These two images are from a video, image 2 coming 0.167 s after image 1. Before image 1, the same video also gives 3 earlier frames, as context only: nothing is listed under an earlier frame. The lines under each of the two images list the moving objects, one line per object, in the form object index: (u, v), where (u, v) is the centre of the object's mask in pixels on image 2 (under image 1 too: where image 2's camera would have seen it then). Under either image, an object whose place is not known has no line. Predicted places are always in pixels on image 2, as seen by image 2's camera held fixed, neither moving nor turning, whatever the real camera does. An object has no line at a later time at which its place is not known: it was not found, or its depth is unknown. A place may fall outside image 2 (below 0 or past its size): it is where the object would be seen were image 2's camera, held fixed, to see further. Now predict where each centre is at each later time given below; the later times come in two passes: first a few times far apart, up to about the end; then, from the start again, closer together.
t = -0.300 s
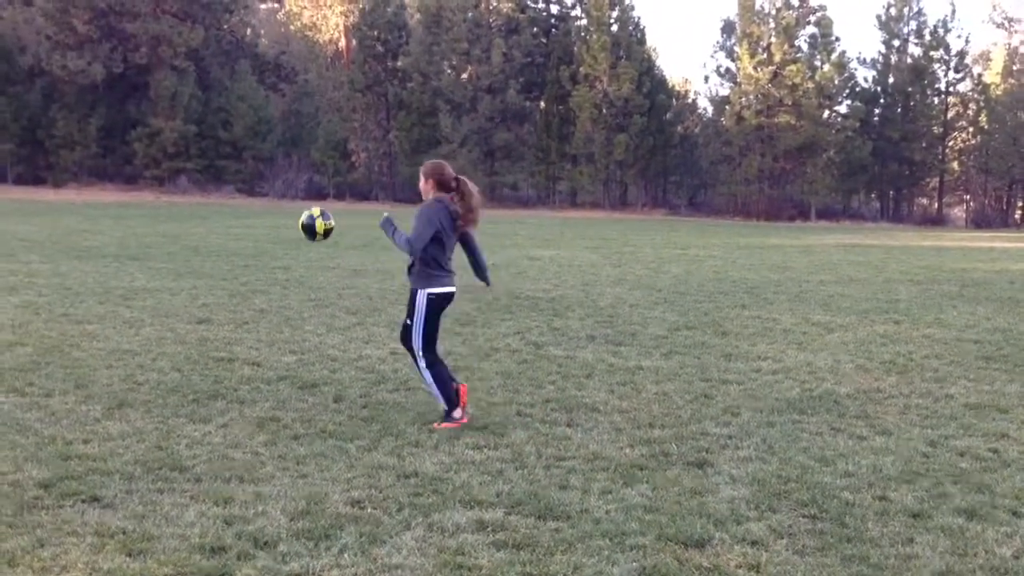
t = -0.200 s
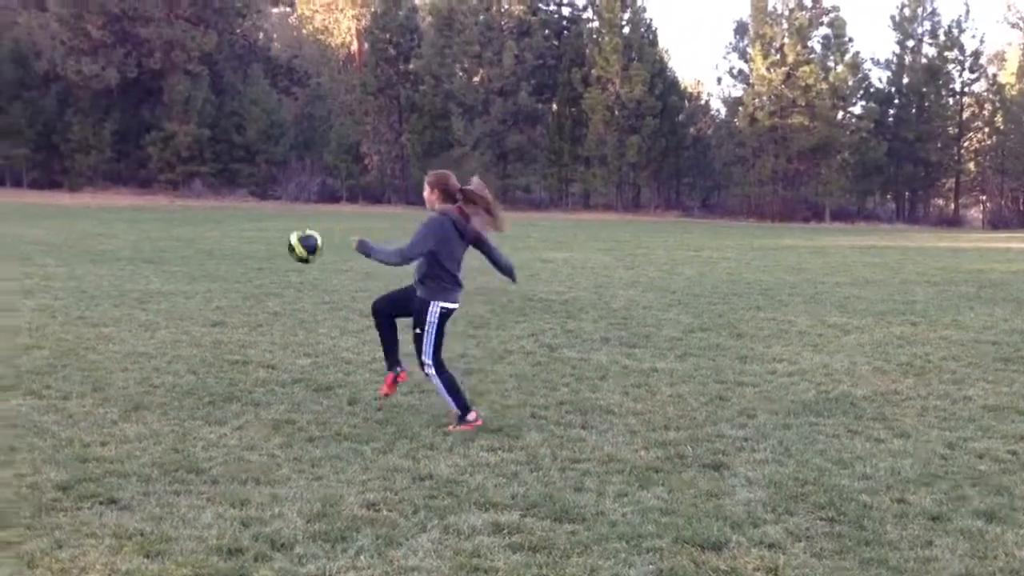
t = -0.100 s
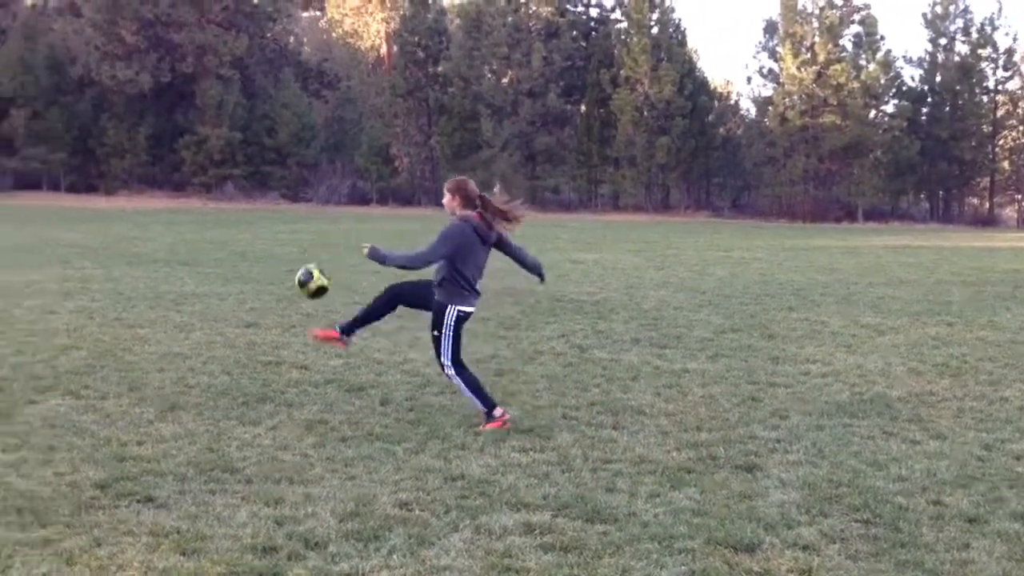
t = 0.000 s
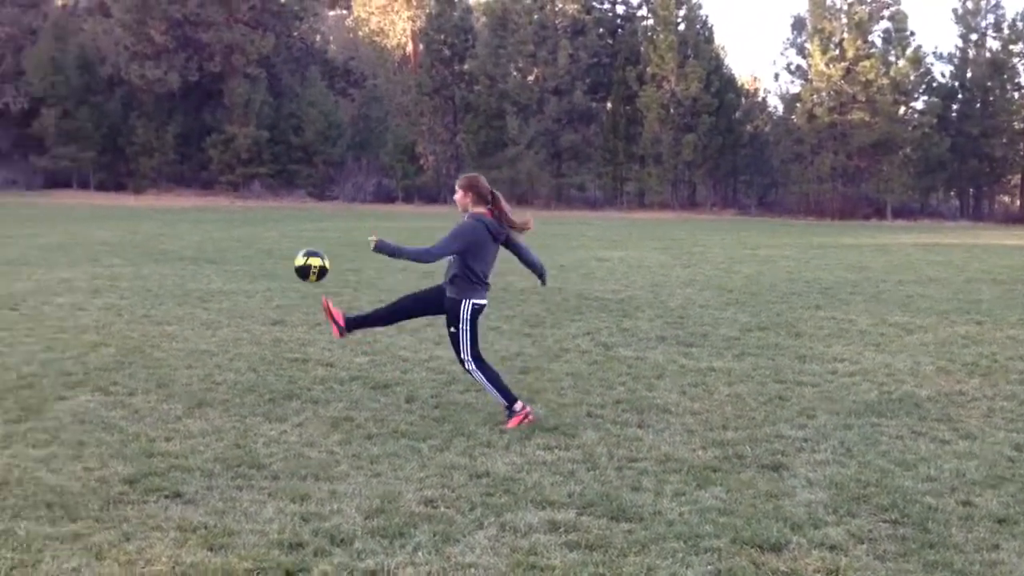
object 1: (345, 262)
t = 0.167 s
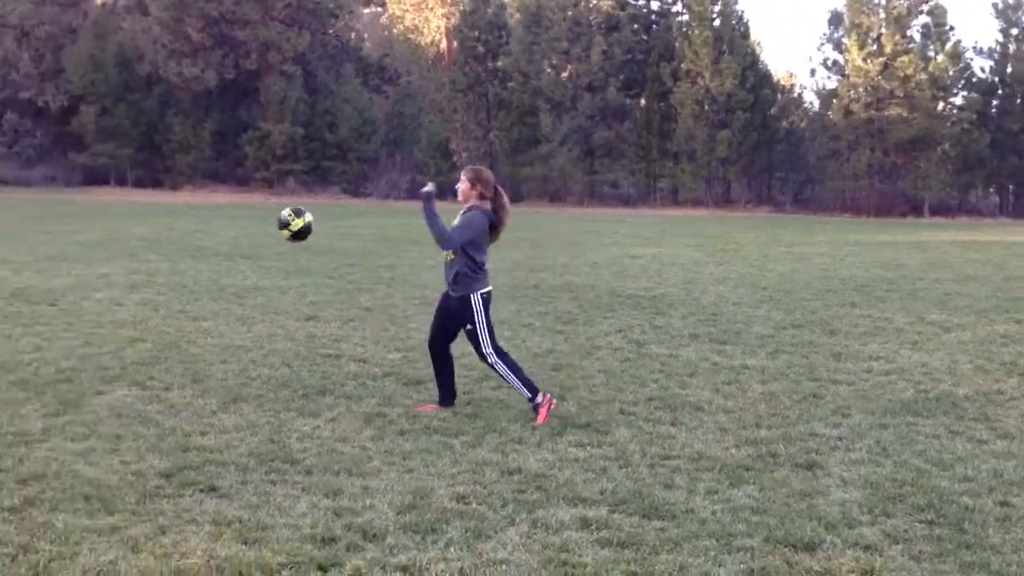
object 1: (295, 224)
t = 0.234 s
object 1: (275, 220)
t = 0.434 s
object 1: (213, 254)
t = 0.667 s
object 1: (138, 389)
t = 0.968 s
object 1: (92, 399)
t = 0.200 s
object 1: (286, 221)
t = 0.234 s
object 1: (275, 220)
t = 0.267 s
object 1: (265, 221)
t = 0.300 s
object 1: (255, 223)
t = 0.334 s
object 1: (244, 228)
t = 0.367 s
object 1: (234, 235)
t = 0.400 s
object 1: (224, 243)
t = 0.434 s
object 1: (213, 254)
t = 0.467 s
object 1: (203, 266)
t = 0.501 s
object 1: (191, 281)
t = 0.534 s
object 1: (182, 297)
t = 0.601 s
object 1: (160, 338)
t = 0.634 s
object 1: (148, 361)
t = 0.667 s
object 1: (138, 389)
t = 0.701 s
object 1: (126, 417)
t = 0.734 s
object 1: (117, 433)
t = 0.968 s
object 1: (92, 399)
